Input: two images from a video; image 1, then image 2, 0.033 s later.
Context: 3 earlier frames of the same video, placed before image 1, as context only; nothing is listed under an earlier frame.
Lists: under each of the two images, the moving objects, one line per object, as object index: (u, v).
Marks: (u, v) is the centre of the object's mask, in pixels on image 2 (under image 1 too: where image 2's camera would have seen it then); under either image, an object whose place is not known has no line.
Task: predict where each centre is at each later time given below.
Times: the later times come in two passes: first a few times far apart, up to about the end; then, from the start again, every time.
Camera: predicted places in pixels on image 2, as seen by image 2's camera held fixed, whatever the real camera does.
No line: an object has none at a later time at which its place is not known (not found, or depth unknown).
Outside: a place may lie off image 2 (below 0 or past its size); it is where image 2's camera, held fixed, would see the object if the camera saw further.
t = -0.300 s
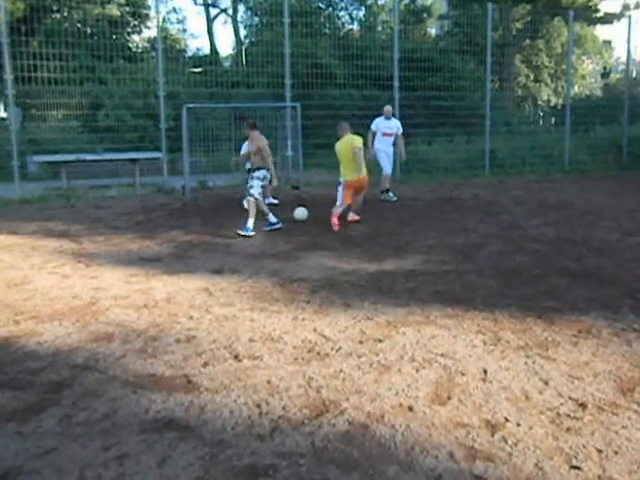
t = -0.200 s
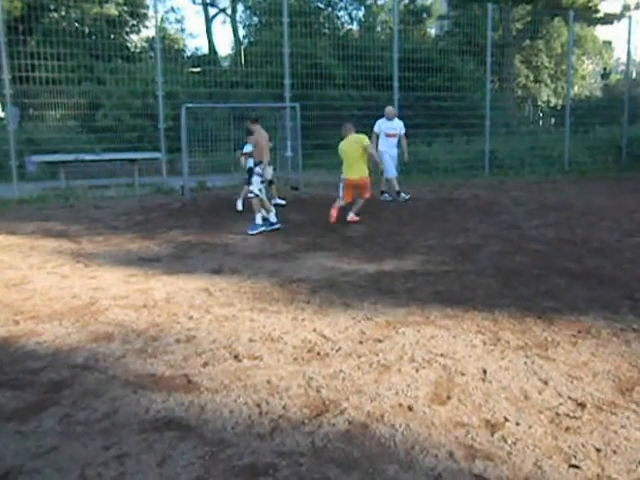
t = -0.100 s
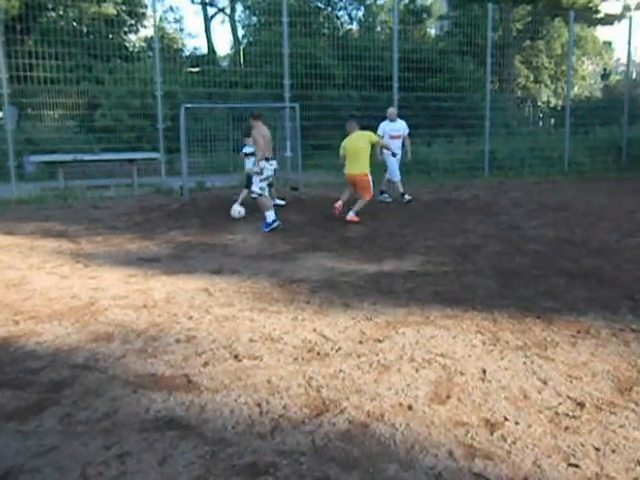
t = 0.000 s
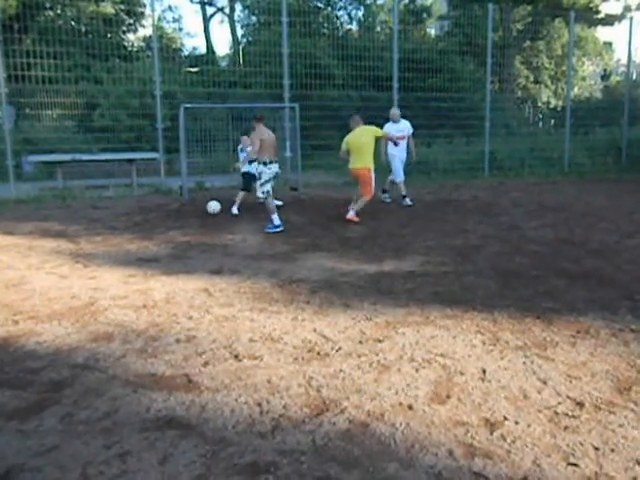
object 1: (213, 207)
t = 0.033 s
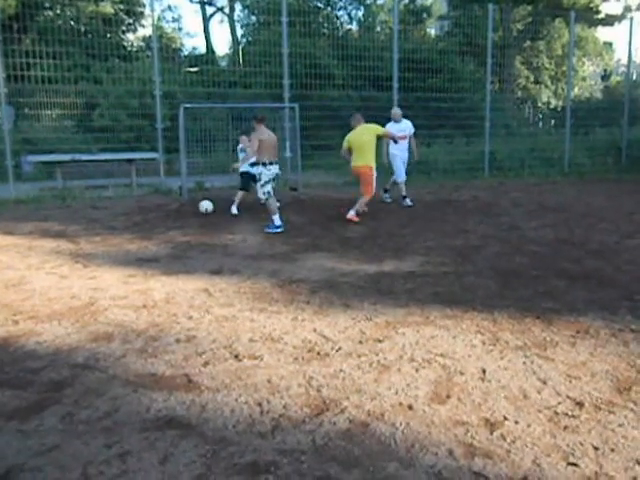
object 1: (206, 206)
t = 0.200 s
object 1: (173, 198)
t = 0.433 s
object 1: (136, 199)
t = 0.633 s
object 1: (104, 195)
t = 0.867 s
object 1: (86, 183)
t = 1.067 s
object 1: (78, 190)
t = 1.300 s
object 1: (65, 202)
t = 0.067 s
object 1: (198, 207)
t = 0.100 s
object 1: (191, 207)
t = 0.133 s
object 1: (184, 204)
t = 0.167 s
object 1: (178, 200)
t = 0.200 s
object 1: (173, 198)
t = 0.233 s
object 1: (167, 196)
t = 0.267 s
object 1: (162, 195)
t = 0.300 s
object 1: (156, 195)
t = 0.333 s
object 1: (151, 195)
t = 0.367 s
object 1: (146, 196)
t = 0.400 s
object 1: (141, 198)
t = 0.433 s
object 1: (136, 199)
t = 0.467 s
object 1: (130, 197)
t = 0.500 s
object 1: (125, 196)
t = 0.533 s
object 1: (119, 196)
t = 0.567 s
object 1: (114, 196)
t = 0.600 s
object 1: (110, 196)
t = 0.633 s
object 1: (104, 195)
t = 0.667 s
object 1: (100, 193)
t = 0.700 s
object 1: (95, 192)
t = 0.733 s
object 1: (92, 190)
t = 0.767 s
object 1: (91, 188)
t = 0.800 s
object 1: (89, 185)
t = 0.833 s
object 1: (87, 184)
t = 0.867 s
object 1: (86, 183)
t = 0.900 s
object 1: (85, 183)
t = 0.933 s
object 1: (83, 183)
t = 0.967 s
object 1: (82, 184)
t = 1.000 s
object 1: (81, 186)
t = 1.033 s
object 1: (79, 188)
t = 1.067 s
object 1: (78, 190)
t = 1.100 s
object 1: (78, 194)
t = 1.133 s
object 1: (76, 199)
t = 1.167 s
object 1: (75, 203)
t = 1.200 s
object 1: (73, 203)
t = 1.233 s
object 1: (70, 202)
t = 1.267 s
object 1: (67, 202)
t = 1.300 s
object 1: (65, 202)
